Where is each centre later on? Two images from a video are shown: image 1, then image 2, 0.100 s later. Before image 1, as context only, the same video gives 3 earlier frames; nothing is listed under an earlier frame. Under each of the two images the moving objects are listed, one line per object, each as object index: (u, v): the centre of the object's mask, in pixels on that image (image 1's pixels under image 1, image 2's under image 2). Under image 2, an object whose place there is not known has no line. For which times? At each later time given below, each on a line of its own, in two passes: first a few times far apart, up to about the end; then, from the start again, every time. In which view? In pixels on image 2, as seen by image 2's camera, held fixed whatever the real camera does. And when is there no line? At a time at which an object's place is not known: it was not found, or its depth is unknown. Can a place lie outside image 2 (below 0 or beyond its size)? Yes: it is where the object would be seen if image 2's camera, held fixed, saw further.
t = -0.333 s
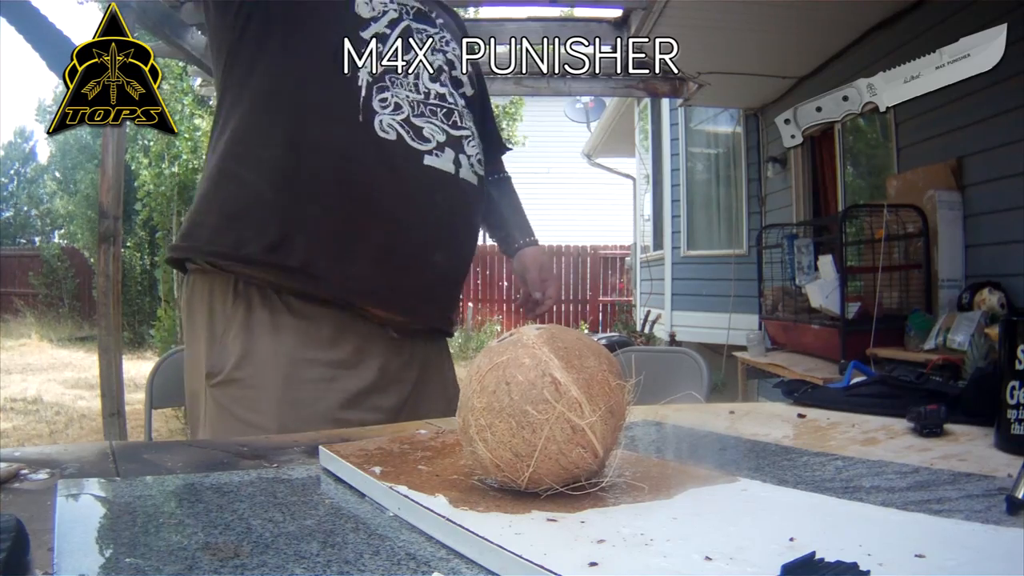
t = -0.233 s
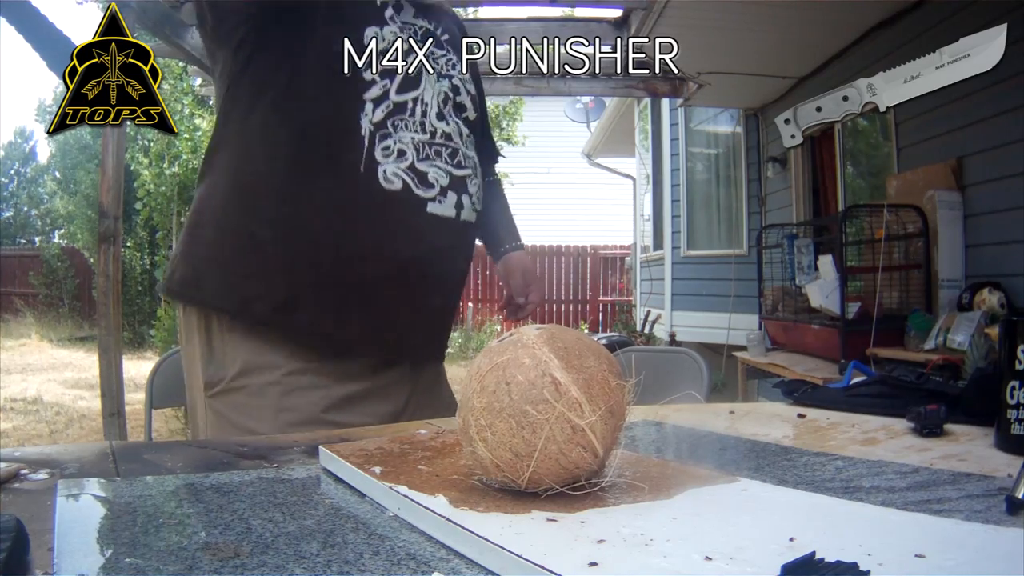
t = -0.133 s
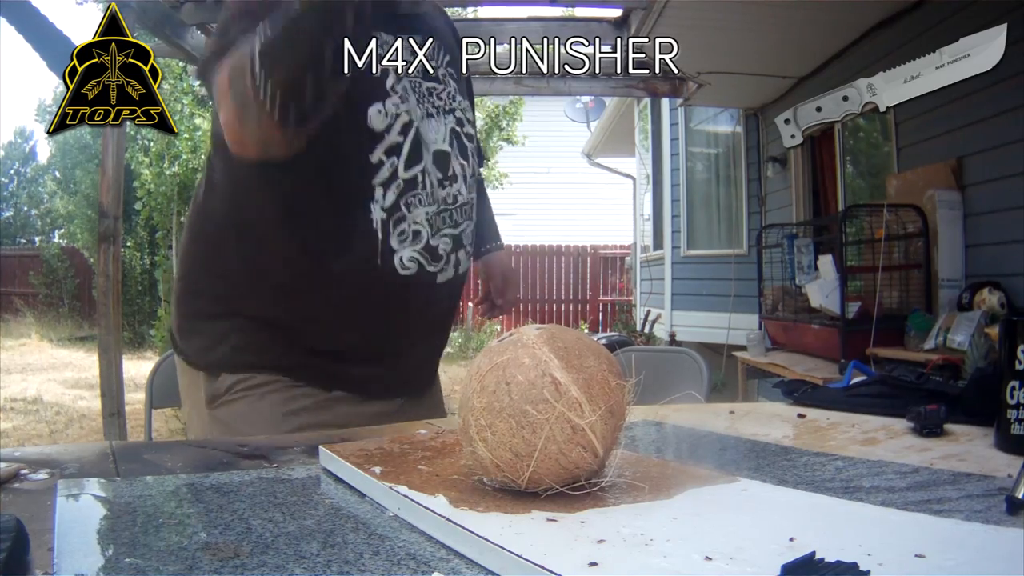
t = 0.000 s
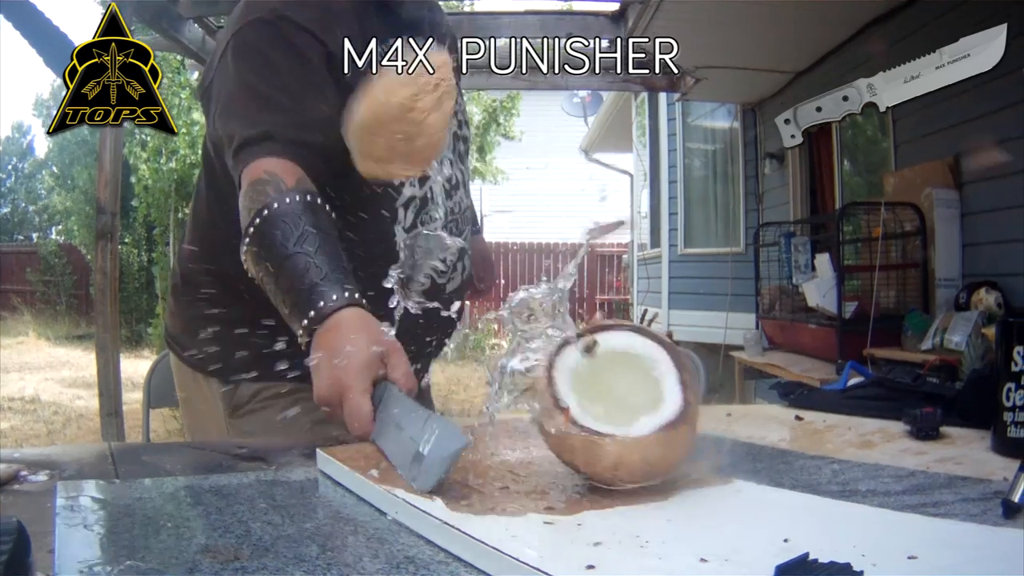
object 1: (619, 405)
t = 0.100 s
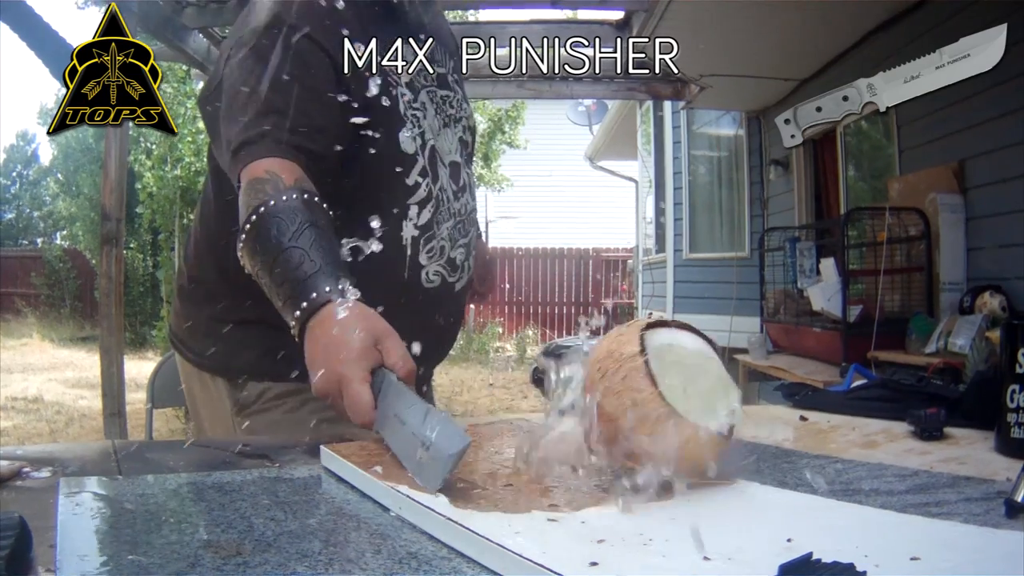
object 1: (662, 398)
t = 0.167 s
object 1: (666, 398)
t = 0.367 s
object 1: (642, 399)
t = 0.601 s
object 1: (557, 400)
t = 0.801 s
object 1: (532, 408)
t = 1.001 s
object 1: (555, 416)
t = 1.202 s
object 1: (583, 415)
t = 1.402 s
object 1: (590, 415)
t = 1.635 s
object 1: (594, 415)
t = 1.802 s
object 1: (592, 415)
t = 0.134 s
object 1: (669, 399)
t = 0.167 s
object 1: (666, 398)
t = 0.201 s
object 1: (668, 397)
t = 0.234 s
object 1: (667, 397)
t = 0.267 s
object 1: (664, 396)
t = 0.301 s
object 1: (658, 398)
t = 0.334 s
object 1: (651, 398)
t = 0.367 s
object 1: (642, 399)
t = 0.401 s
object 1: (629, 400)
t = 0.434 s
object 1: (615, 401)
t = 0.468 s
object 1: (602, 399)
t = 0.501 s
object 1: (588, 400)
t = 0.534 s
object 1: (576, 399)
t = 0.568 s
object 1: (565, 399)
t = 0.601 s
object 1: (557, 400)
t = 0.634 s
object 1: (550, 403)
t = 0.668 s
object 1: (545, 405)
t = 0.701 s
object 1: (540, 405)
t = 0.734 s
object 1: (536, 406)
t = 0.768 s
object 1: (533, 408)
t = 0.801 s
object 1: (532, 408)
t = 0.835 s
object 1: (533, 409)
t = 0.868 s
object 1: (535, 412)
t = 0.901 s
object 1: (538, 414)
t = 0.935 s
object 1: (542, 415)
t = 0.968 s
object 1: (548, 416)
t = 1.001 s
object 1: (555, 416)
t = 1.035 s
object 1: (563, 416)
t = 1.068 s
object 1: (569, 416)
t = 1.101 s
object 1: (574, 416)
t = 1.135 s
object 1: (578, 416)
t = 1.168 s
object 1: (580, 416)
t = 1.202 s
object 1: (583, 415)
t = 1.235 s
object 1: (585, 415)
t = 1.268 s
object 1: (587, 415)
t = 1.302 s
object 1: (588, 415)
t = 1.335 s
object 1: (589, 415)
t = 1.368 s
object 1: (590, 415)
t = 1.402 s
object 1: (590, 415)
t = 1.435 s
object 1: (591, 415)
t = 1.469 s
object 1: (591, 415)
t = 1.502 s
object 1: (592, 415)
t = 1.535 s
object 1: (592, 415)
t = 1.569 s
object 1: (593, 415)
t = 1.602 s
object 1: (594, 415)
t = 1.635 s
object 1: (594, 415)
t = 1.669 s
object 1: (594, 415)
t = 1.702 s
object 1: (593, 415)
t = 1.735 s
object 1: (593, 414)
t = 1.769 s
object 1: (592, 414)
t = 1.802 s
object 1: (592, 415)
